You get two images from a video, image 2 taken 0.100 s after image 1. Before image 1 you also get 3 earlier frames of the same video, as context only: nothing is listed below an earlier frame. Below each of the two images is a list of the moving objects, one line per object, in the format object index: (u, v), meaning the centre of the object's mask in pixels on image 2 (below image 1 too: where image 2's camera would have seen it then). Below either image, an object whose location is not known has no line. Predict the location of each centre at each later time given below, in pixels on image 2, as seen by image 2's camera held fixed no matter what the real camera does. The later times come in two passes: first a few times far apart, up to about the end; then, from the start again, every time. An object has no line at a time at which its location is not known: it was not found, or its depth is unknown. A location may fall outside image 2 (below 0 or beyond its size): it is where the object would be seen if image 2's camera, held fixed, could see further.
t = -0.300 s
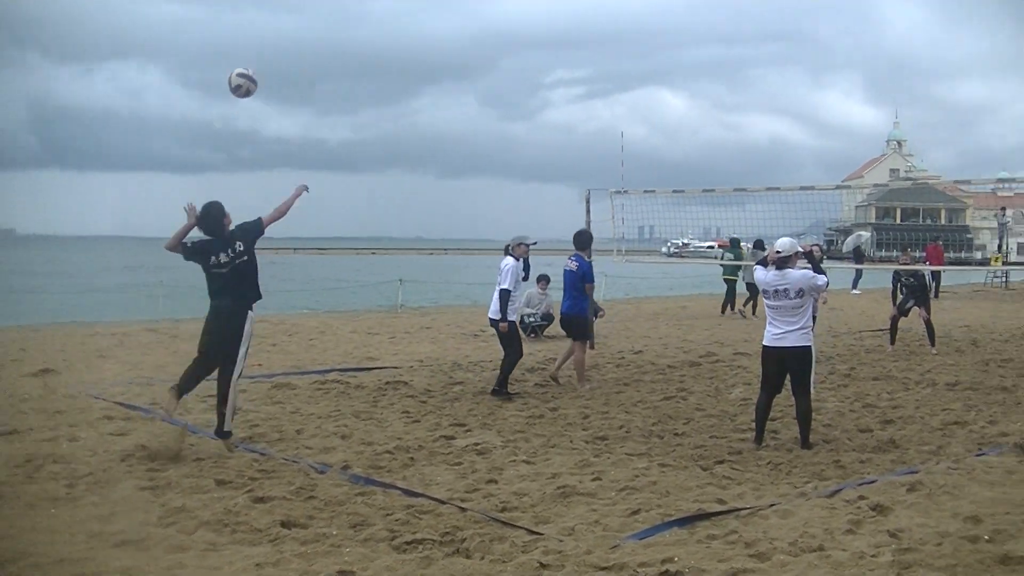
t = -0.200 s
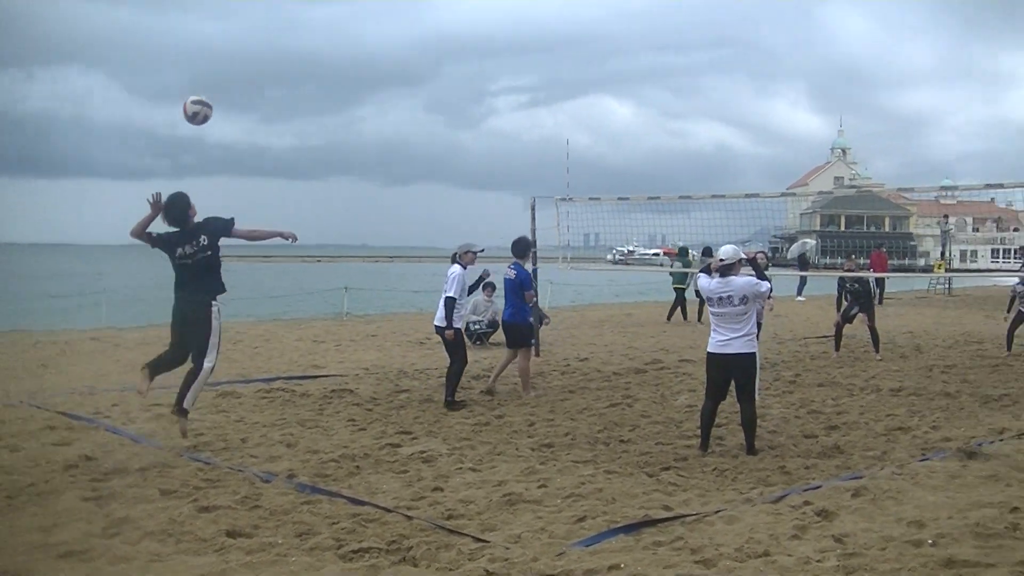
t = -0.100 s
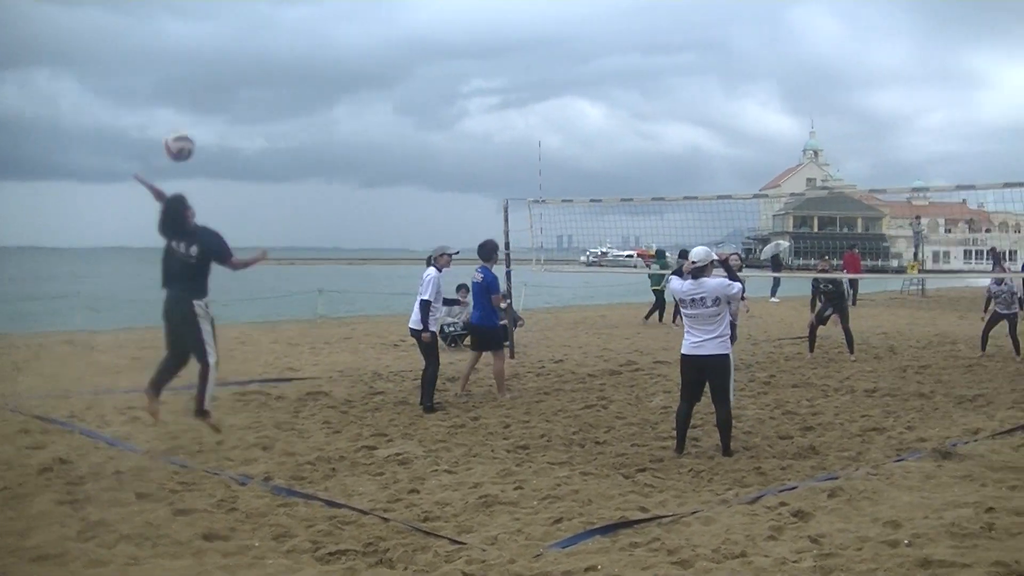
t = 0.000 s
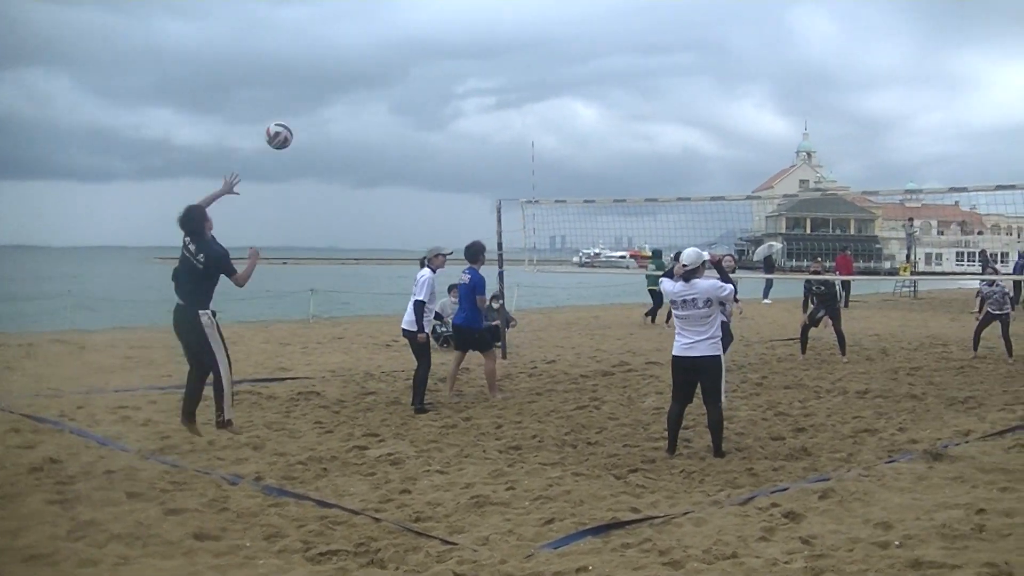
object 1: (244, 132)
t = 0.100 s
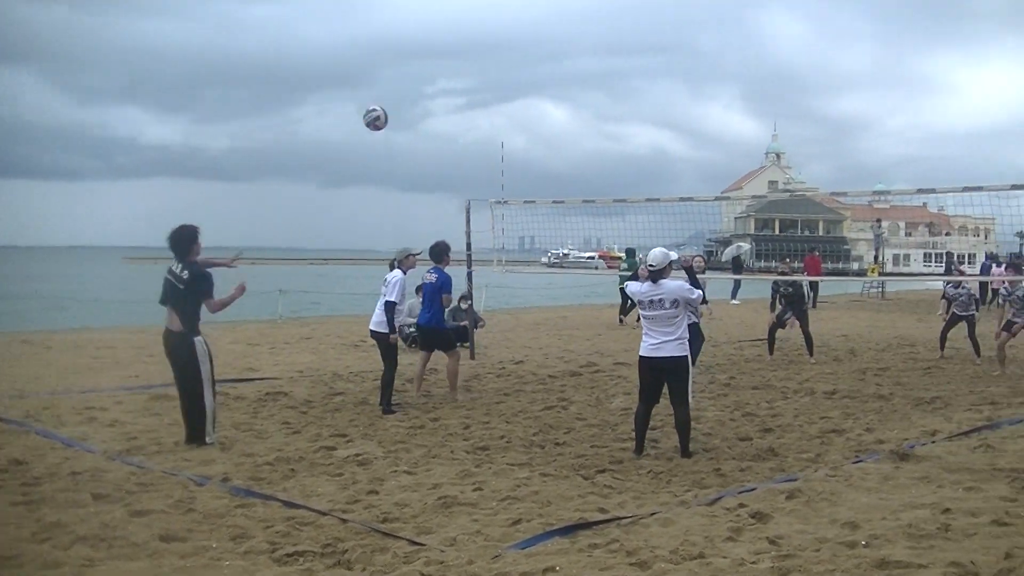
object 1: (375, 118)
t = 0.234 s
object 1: (512, 116)
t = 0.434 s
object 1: (663, 142)
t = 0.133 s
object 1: (413, 115)
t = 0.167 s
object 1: (448, 114)
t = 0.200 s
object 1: (482, 115)
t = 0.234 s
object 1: (512, 116)
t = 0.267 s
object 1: (541, 118)
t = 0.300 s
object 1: (569, 121)
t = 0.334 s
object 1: (594, 125)
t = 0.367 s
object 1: (619, 130)
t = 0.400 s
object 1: (642, 136)
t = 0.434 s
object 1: (663, 142)
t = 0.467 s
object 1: (684, 148)
